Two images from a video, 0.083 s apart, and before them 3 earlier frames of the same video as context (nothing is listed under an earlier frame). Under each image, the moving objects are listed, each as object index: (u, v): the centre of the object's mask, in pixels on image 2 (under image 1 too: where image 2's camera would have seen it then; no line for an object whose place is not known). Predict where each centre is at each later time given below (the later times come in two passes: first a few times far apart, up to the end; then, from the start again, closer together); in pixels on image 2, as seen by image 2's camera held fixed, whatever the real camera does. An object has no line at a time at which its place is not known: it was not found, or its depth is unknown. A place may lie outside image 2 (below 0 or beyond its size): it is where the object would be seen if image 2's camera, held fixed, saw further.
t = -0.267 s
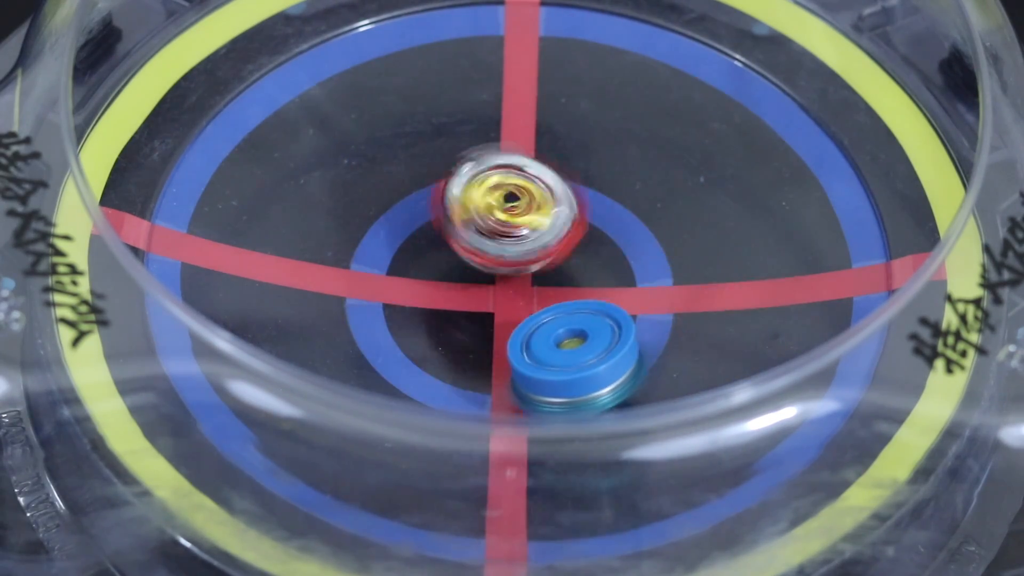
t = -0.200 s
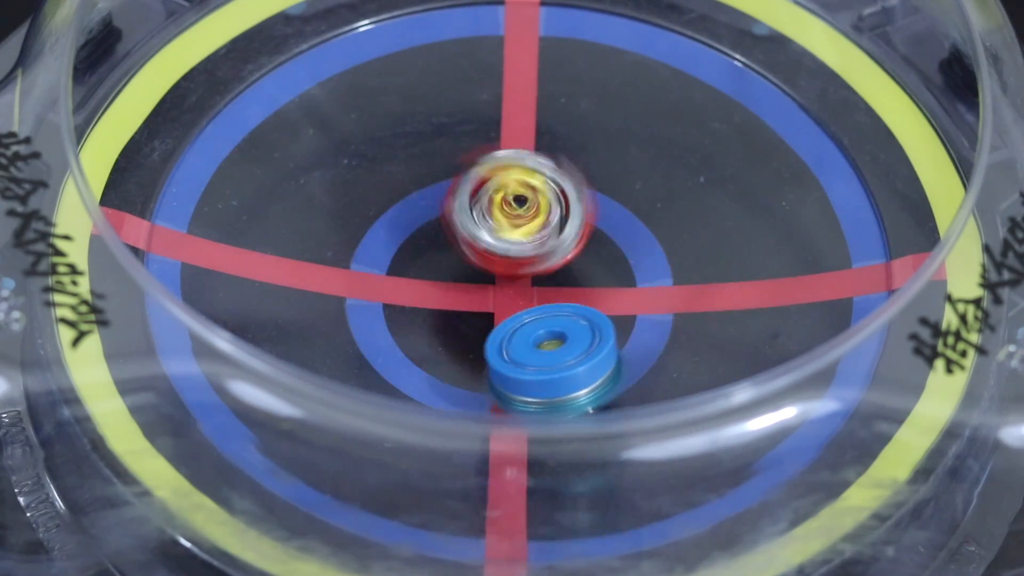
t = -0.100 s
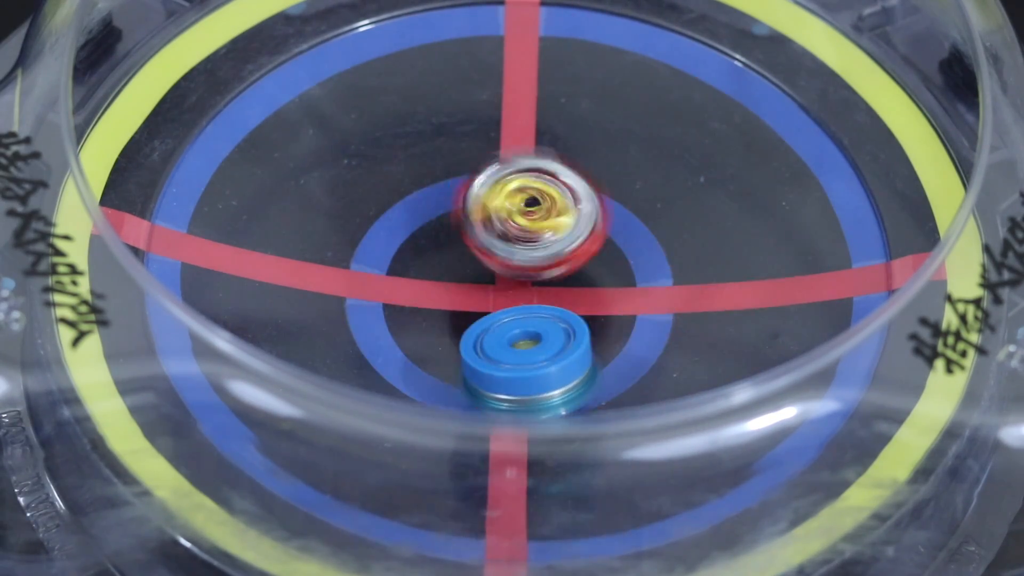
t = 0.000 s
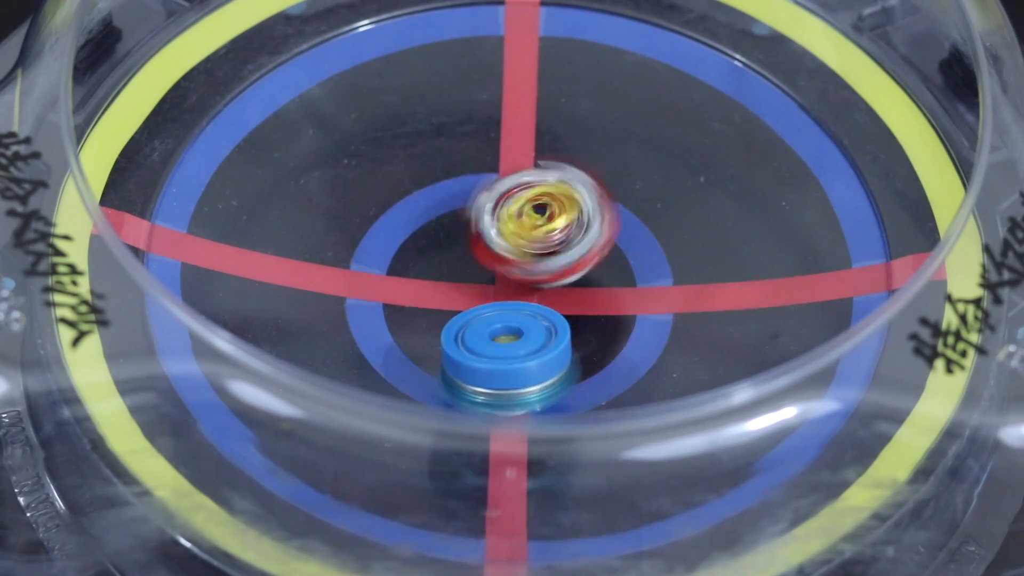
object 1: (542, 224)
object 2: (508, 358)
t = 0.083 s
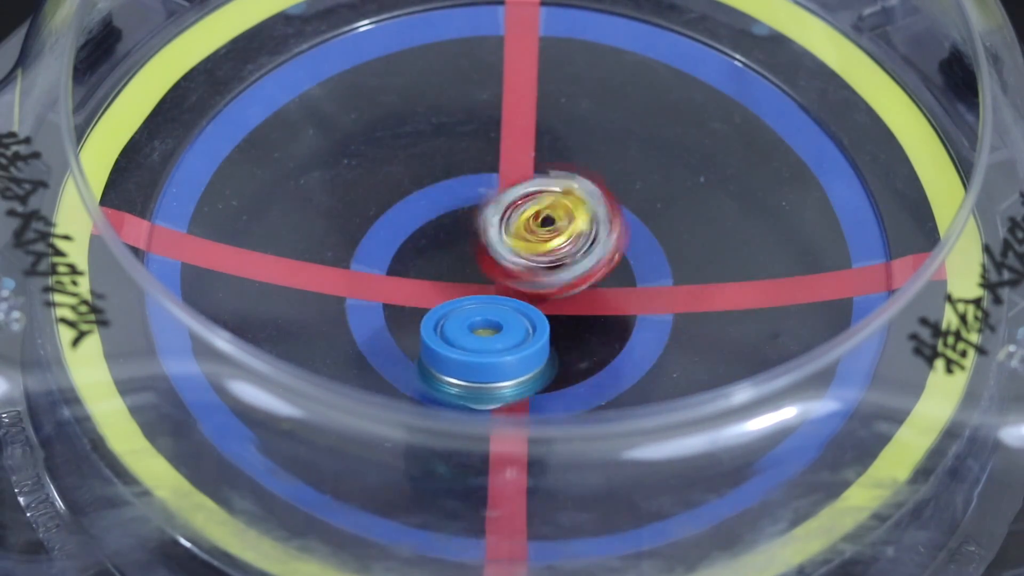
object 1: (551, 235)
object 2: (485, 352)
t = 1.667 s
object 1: (475, 243)
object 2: (514, 145)
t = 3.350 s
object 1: (535, 254)
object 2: (503, 365)
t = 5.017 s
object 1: (492, 235)
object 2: (555, 140)
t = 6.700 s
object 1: (516, 228)
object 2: (424, 330)
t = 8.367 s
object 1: (531, 237)
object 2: (660, 236)
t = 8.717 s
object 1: (529, 234)
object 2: (619, 331)
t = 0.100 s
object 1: (549, 234)
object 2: (479, 351)
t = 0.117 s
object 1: (550, 239)
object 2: (475, 349)
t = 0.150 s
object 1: (549, 242)
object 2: (466, 344)
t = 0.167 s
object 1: (552, 242)
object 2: (457, 345)
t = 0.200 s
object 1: (556, 245)
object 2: (445, 343)
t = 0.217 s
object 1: (555, 242)
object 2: (439, 342)
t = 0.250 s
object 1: (555, 242)
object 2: (428, 339)
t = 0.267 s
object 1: (553, 241)
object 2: (423, 337)
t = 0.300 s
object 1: (556, 240)
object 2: (414, 333)
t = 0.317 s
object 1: (554, 242)
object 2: (411, 331)
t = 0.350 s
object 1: (552, 239)
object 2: (407, 327)
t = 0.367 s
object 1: (555, 241)
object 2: (407, 325)
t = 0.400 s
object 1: (554, 240)
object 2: (407, 321)
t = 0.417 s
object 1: (554, 238)
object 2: (407, 319)
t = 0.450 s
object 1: (547, 239)
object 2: (408, 314)
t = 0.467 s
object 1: (544, 238)
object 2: (408, 312)
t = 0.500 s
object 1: (538, 237)
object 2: (410, 307)
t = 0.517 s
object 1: (535, 238)
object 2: (410, 304)
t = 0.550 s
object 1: (538, 236)
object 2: (403, 298)
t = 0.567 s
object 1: (544, 235)
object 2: (395, 296)
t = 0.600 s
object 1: (551, 231)
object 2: (384, 289)
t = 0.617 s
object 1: (553, 226)
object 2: (380, 285)
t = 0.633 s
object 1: (555, 225)
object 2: (377, 281)
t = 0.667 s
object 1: (561, 221)
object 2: (372, 274)
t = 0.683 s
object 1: (561, 218)
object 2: (370, 271)
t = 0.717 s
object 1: (566, 215)
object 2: (369, 265)
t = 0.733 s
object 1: (566, 215)
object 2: (369, 262)
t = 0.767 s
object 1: (567, 211)
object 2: (370, 257)
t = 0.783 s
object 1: (572, 211)
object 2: (370, 253)
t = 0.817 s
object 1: (569, 214)
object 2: (372, 247)
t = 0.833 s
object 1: (566, 213)
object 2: (373, 244)
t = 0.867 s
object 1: (563, 214)
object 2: (376, 238)
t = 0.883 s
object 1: (563, 215)
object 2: (377, 236)
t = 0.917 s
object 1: (563, 218)
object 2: (381, 231)
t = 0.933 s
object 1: (560, 216)
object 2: (383, 228)
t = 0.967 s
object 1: (559, 217)
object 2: (388, 223)
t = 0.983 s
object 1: (557, 221)
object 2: (391, 220)
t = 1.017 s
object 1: (552, 223)
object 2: (396, 214)
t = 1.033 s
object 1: (552, 224)
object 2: (399, 211)
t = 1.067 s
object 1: (548, 227)
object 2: (404, 203)
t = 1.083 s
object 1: (546, 230)
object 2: (404, 198)
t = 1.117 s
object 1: (542, 233)
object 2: (408, 190)
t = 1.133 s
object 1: (542, 233)
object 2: (410, 186)
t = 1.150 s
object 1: (539, 236)
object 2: (412, 182)
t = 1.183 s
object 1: (533, 240)
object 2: (417, 174)
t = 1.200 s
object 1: (531, 243)
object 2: (421, 171)
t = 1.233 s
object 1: (527, 248)
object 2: (428, 164)
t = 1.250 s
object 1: (522, 249)
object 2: (430, 161)
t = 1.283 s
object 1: (516, 252)
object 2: (437, 154)
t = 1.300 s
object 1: (514, 255)
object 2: (441, 152)
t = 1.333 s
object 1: (506, 257)
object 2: (448, 147)
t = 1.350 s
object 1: (503, 257)
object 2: (451, 144)
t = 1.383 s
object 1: (496, 259)
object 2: (459, 139)
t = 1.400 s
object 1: (493, 259)
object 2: (463, 137)
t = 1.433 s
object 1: (489, 260)
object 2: (470, 134)
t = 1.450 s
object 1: (486, 259)
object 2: (473, 132)
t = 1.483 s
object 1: (483, 257)
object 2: (479, 132)
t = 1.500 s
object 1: (480, 258)
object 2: (482, 133)
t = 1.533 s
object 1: (477, 255)
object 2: (488, 135)
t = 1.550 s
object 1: (478, 253)
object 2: (492, 135)
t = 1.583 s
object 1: (474, 251)
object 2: (498, 137)
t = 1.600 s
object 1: (475, 249)
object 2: (501, 139)
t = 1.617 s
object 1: (477, 247)
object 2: (505, 139)
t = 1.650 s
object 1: (474, 244)
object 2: (511, 142)
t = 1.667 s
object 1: (475, 243)
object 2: (514, 145)
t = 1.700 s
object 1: (459, 263)
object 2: (536, 135)
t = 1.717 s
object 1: (449, 272)
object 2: (550, 126)
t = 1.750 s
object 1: (438, 288)
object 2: (572, 113)
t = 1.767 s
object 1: (433, 292)
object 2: (581, 110)
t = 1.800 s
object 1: (421, 300)
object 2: (594, 106)
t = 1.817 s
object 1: (417, 304)
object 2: (600, 104)
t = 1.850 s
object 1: (417, 305)
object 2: (609, 103)
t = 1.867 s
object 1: (415, 306)
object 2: (613, 103)
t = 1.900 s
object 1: (410, 306)
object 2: (620, 105)
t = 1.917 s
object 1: (409, 306)
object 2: (623, 107)
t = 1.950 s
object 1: (404, 305)
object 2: (628, 111)
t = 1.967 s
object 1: (403, 303)
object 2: (630, 114)
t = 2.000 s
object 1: (403, 300)
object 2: (635, 120)
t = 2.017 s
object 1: (408, 298)
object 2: (637, 124)
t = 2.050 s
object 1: (408, 293)
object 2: (643, 131)
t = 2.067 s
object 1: (410, 292)
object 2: (645, 135)
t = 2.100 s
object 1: (417, 287)
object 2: (652, 143)
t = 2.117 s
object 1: (417, 285)
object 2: (654, 148)
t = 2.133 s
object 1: (421, 282)
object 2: (657, 152)
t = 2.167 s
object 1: (429, 274)
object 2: (662, 160)
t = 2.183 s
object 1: (436, 271)
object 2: (664, 165)
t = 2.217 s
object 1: (446, 267)
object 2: (668, 174)
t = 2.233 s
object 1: (453, 266)
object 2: (670, 179)
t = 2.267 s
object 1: (466, 267)
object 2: (673, 188)
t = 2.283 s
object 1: (471, 268)
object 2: (675, 194)
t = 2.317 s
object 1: (478, 267)
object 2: (677, 204)
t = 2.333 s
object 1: (484, 267)
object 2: (678, 209)
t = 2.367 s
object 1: (493, 271)
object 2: (680, 219)
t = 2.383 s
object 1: (497, 270)
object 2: (681, 224)
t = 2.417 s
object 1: (502, 271)
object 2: (682, 233)
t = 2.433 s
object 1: (506, 275)
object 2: (682, 238)
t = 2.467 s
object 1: (510, 276)
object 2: (683, 248)
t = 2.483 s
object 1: (512, 278)
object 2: (682, 252)
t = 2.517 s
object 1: (517, 282)
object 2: (682, 262)
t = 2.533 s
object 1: (518, 284)
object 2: (681, 267)
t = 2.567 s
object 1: (522, 289)
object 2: (681, 277)
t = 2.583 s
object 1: (524, 290)
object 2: (680, 282)
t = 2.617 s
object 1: (523, 299)
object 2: (678, 293)
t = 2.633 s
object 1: (522, 302)
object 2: (678, 299)
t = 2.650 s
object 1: (522, 305)
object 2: (677, 304)
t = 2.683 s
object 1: (515, 311)
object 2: (675, 315)
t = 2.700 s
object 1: (512, 315)
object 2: (674, 319)
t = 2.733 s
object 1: (504, 318)
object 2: (671, 327)
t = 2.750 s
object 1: (501, 319)
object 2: (669, 329)
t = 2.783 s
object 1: (493, 322)
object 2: (663, 335)
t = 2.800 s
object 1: (490, 322)
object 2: (660, 338)
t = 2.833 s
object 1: (486, 320)
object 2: (654, 343)
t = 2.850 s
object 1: (486, 321)
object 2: (651, 345)
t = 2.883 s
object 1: (480, 317)
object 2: (644, 348)
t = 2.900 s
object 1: (477, 315)
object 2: (640, 349)
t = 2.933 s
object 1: (478, 311)
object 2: (632, 352)
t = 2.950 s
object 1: (475, 307)
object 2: (628, 353)
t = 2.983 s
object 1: (471, 299)
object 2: (619, 356)
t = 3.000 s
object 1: (471, 294)
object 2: (615, 358)
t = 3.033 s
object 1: (474, 286)
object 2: (605, 360)
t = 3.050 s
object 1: (475, 281)
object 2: (601, 361)
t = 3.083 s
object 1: (478, 273)
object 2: (590, 363)
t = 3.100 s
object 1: (483, 271)
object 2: (585, 364)
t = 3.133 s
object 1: (489, 266)
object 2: (575, 366)
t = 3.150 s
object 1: (491, 264)
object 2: (569, 366)
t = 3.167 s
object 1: (495, 261)
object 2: (565, 367)
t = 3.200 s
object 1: (504, 259)
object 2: (554, 368)
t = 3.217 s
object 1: (505, 257)
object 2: (549, 367)
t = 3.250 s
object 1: (513, 257)
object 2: (537, 367)
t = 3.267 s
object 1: (518, 255)
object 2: (531, 367)
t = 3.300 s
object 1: (522, 254)
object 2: (520, 365)
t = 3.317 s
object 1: (526, 255)
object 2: (515, 365)
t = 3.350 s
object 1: (535, 254)
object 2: (503, 365)
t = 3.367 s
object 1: (539, 256)
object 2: (498, 366)
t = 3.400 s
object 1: (546, 258)
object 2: (485, 367)
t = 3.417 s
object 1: (551, 260)
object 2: (479, 367)
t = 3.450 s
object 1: (560, 265)
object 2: (468, 366)
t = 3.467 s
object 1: (563, 269)
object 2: (462, 365)
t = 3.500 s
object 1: (571, 274)
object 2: (451, 361)
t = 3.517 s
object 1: (574, 276)
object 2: (446, 360)
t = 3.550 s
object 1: (576, 286)
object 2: (437, 357)
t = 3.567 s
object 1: (577, 288)
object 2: (433, 355)
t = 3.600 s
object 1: (579, 294)
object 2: (425, 352)
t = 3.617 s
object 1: (580, 297)
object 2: (420, 350)
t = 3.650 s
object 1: (576, 301)
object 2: (414, 344)
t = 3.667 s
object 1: (574, 304)
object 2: (411, 341)
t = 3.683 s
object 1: (576, 304)
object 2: (408, 338)
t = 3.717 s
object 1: (572, 308)
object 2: (401, 332)
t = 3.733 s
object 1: (570, 308)
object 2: (398, 328)
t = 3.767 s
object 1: (564, 307)
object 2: (395, 321)
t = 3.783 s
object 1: (561, 306)
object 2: (394, 317)
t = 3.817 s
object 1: (557, 305)
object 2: (391, 308)
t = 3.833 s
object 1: (552, 304)
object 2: (389, 304)
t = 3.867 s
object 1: (543, 299)
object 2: (385, 297)
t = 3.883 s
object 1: (545, 297)
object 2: (383, 293)
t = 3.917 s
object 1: (536, 291)
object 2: (382, 283)
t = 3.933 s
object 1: (535, 288)
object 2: (382, 279)
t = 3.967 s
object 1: (528, 277)
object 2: (380, 269)
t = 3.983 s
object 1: (527, 276)
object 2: (378, 265)
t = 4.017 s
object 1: (525, 267)
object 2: (376, 256)
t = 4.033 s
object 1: (524, 264)
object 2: (377, 252)
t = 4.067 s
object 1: (528, 258)
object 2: (378, 241)
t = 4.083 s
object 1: (529, 257)
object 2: (378, 236)
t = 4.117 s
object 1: (531, 252)
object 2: (377, 229)
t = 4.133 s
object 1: (532, 249)
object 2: (378, 225)
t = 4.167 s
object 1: (536, 249)
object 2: (381, 217)
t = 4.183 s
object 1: (536, 247)
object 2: (383, 213)
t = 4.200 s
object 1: (538, 245)
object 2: (383, 209)
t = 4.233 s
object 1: (542, 238)
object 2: (385, 201)
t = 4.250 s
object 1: (546, 240)
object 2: (386, 198)
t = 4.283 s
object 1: (552, 237)
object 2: (390, 192)
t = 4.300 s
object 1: (557, 235)
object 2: (393, 189)
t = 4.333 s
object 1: (571, 234)
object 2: (398, 182)
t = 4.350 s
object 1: (578, 236)
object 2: (400, 179)
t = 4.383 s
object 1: (587, 239)
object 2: (404, 175)
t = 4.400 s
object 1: (593, 239)
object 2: (408, 174)
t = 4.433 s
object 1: (598, 244)
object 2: (415, 170)
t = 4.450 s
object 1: (600, 245)
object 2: (418, 167)
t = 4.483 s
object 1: (602, 247)
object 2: (424, 162)
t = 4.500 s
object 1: (605, 247)
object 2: (427, 161)
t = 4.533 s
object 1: (606, 252)
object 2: (435, 159)
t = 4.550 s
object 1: (603, 252)
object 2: (439, 157)
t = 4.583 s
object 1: (602, 255)
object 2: (446, 153)
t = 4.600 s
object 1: (602, 255)
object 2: (449, 152)
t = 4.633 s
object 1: (594, 260)
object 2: (457, 151)
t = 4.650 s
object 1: (592, 260)
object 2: (461, 151)
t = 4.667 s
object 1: (587, 260)
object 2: (466, 150)
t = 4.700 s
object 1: (585, 262)
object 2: (474, 148)
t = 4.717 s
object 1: (580, 262)
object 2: (477, 148)
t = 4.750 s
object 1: (567, 262)
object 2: (485, 150)
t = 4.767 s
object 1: (560, 261)
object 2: (490, 150)
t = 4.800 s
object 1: (548, 260)
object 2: (498, 150)
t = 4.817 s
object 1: (541, 259)
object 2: (501, 148)
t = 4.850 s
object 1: (531, 257)
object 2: (510, 149)
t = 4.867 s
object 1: (527, 256)
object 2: (515, 147)
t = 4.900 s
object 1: (521, 254)
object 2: (524, 145)
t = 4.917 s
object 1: (515, 252)
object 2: (528, 142)
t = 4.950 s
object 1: (507, 247)
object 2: (537, 142)
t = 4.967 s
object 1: (503, 244)
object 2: (542, 141)
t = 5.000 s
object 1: (497, 239)
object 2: (551, 142)
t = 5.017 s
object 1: (492, 235)
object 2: (555, 140)
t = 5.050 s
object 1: (482, 231)
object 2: (565, 140)
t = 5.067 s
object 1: (474, 229)
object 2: (573, 138)
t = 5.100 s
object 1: (462, 229)
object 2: (588, 136)
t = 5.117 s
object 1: (456, 227)
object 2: (593, 136)
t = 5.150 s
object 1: (450, 224)
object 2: (600, 136)
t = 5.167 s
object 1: (449, 222)
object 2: (603, 139)
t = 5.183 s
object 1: (450, 222)
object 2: (607, 141)
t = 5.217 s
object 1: (451, 221)
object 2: (614, 143)
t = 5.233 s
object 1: (450, 220)
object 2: (615, 144)
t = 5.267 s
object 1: (450, 219)
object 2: (620, 151)
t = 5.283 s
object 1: (451, 219)
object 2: (624, 154)
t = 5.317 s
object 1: (451, 219)
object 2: (629, 158)
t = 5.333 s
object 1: (451, 218)
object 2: (630, 161)
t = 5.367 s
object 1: (453, 217)
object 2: (634, 169)
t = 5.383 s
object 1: (457, 216)
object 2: (637, 175)
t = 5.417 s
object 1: (468, 218)
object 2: (641, 181)
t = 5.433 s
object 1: (473, 221)
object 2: (641, 185)
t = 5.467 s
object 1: (482, 226)
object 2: (644, 195)
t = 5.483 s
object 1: (488, 228)
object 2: (646, 199)
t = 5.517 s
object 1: (493, 236)
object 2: (648, 206)
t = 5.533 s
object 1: (493, 239)
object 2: (648, 211)
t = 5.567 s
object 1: (492, 245)
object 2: (650, 222)
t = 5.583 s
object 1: (491, 247)
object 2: (651, 227)
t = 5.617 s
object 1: (487, 250)
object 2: (651, 235)
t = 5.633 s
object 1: (484, 252)
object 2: (651, 241)
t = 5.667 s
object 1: (481, 256)
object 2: (652, 253)
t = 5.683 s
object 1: (479, 254)
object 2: (653, 259)
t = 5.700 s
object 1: (479, 253)
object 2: (652, 263)
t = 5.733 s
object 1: (479, 254)
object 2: (650, 274)
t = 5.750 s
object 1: (477, 255)
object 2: (649, 281)
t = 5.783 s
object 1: (479, 250)
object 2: (649, 291)
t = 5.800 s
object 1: (479, 248)
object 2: (647, 294)
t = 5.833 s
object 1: (481, 248)
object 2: (643, 306)
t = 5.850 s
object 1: (485, 247)
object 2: (641, 312)
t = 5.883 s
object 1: (491, 245)
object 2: (638, 320)
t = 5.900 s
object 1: (494, 244)
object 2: (634, 324)
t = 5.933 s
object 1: (498, 245)
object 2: (628, 336)
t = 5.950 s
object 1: (497, 245)
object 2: (626, 340)
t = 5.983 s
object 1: (500, 244)
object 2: (618, 344)
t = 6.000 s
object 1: (501, 246)
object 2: (615, 347)
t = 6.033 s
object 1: (505, 248)
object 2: (608, 354)
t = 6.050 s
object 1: (506, 249)
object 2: (604, 355)
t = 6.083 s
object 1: (508, 248)
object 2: (596, 358)
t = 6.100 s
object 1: (511, 249)
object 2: (591, 360)
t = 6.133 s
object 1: (515, 251)
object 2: (582, 363)
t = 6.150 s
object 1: (516, 253)
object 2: (577, 364)
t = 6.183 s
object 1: (518, 257)
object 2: (568, 366)
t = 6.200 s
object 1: (518, 260)
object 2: (562, 367)
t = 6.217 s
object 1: (520, 262)
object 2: (557, 367)
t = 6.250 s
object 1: (520, 265)
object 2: (548, 368)
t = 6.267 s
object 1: (519, 266)
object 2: (542, 368)
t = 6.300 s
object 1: (517, 269)
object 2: (531, 367)
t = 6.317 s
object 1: (515, 268)
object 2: (526, 366)
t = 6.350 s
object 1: (511, 268)
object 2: (515, 365)
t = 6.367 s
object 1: (509, 267)
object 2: (509, 364)
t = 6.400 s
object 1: (505, 263)
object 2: (499, 361)
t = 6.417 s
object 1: (504, 257)
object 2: (494, 361)
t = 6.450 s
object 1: (502, 253)
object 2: (483, 361)
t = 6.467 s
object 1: (502, 251)
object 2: (477, 360)
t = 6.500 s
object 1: (508, 245)
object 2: (469, 360)
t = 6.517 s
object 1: (508, 240)
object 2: (463, 359)
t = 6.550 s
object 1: (506, 226)
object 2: (453, 355)
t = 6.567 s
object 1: (506, 224)
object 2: (448, 353)
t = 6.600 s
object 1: (505, 224)
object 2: (438, 349)
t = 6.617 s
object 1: (503, 225)
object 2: (435, 346)
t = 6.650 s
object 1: (501, 224)
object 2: (430, 339)
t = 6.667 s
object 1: (505, 225)
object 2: (426, 336)
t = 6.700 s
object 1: (516, 228)
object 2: (424, 330)
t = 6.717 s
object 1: (520, 228)
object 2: (421, 326)
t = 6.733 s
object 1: (524, 229)
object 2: (418, 322)
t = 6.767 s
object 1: (537, 229)
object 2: (412, 315)
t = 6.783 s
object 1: (541, 226)
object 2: (411, 311)
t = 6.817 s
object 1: (548, 218)
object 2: (403, 303)
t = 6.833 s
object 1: (550, 218)
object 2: (400, 298)
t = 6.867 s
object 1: (551, 219)
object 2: (398, 289)
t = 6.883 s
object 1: (550, 219)
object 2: (395, 284)
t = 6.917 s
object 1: (544, 215)
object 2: (392, 278)
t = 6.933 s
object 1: (543, 211)
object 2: (392, 272)
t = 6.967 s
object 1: (545, 209)
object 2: (388, 263)
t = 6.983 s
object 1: (545, 212)
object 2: (388, 259)
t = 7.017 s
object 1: (549, 213)
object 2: (389, 249)
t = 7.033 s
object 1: (547, 213)
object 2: (389, 245)
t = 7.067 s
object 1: (551, 211)
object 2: (391, 238)
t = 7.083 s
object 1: (554, 211)
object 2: (392, 231)
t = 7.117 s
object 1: (556, 213)
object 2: (392, 224)
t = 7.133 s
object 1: (553, 215)
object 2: (395, 220)
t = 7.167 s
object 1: (545, 217)
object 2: (399, 211)
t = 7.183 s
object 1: (540, 215)
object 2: (400, 208)
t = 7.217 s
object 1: (538, 214)
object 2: (405, 203)
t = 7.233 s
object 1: (538, 213)
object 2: (406, 198)
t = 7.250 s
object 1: (538, 214)
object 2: (407, 195)
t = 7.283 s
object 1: (541, 217)
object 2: (412, 190)
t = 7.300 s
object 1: (539, 220)
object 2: (415, 185)
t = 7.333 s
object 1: (542, 228)
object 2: (413, 175)
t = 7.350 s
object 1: (542, 232)
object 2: (415, 172)
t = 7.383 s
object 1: (544, 235)
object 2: (420, 162)
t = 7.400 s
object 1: (545, 236)
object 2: (422, 160)
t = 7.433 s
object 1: (548, 236)
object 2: (431, 156)
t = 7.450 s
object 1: (550, 236)
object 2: (434, 152)
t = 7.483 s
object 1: (556, 243)
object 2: (441, 150)
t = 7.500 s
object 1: (557, 246)
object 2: (446, 147)
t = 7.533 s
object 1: (556, 249)
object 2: (454, 144)
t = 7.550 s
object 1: (552, 250)
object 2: (457, 145)
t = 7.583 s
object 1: (546, 251)
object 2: (466, 143)
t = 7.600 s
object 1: (543, 250)
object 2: (469, 143)
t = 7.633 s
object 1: (539, 248)
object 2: (476, 146)
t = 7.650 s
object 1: (537, 246)
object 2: (480, 145)
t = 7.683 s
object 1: (536, 248)
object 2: (488, 143)
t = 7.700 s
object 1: (537, 250)
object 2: (493, 141)
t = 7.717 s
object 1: (538, 251)
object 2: (499, 138)
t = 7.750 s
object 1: (540, 253)
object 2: (508, 138)
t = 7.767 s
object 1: (540, 254)
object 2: (514, 138)
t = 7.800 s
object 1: (541, 254)
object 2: (524, 138)
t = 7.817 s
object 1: (540, 254)
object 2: (529, 139)
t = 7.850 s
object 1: (539, 252)
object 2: (541, 142)
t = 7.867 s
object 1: (538, 251)
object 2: (546, 142)
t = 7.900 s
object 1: (536, 251)
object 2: (558, 145)
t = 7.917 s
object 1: (536, 251)
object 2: (565, 145)
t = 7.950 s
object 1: (536, 252)
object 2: (577, 148)
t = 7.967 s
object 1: (536, 251)
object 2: (583, 151)
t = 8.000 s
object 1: (536, 251)
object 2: (593, 155)
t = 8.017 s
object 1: (536, 251)
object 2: (598, 159)
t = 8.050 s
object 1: (535, 250)
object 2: (608, 164)
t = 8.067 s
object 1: (535, 250)
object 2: (613, 168)
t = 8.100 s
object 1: (535, 249)
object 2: (623, 176)
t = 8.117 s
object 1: (534, 249)
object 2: (626, 179)
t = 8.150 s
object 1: (534, 248)
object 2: (634, 188)
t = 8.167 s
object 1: (533, 248)
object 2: (638, 191)
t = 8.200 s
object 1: (533, 246)
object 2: (643, 198)
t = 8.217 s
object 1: (533, 246)
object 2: (646, 204)
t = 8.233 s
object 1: (533, 245)
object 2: (649, 206)
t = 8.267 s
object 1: (532, 244)
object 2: (653, 214)
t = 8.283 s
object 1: (532, 243)
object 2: (656, 219)
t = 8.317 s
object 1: (532, 241)
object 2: (658, 224)
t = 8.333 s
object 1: (532, 240)
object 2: (658, 230)
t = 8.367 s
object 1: (531, 237)
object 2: (660, 236)
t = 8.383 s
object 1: (531, 235)
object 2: (659, 240)
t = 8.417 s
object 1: (530, 232)
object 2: (659, 249)
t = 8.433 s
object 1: (529, 232)
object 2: (656, 252)
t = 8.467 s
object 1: (529, 231)
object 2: (653, 262)
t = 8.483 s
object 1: (529, 231)
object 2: (652, 265)
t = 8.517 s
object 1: (528, 233)
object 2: (648, 275)
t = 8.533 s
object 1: (528, 235)
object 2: (647, 282)
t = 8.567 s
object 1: (530, 237)
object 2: (644, 288)
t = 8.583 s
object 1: (530, 238)
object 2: (642, 295)
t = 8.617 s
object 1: (531, 238)
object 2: (637, 302)
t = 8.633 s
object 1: (531, 238)
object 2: (635, 307)
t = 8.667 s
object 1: (531, 236)
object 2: (630, 317)
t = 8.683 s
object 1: (530, 235)
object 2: (626, 319)
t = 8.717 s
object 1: (529, 234)
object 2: (619, 331)
